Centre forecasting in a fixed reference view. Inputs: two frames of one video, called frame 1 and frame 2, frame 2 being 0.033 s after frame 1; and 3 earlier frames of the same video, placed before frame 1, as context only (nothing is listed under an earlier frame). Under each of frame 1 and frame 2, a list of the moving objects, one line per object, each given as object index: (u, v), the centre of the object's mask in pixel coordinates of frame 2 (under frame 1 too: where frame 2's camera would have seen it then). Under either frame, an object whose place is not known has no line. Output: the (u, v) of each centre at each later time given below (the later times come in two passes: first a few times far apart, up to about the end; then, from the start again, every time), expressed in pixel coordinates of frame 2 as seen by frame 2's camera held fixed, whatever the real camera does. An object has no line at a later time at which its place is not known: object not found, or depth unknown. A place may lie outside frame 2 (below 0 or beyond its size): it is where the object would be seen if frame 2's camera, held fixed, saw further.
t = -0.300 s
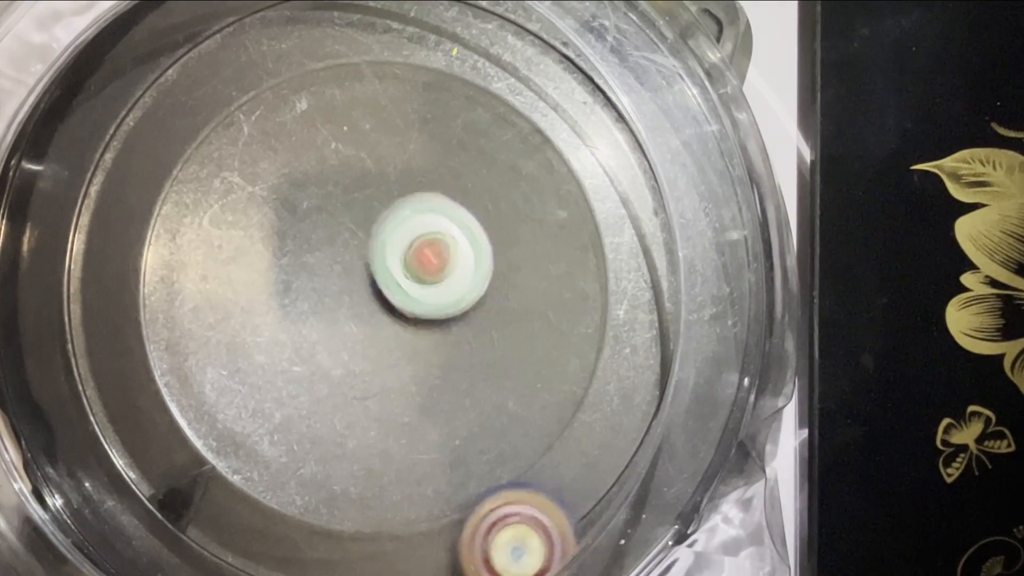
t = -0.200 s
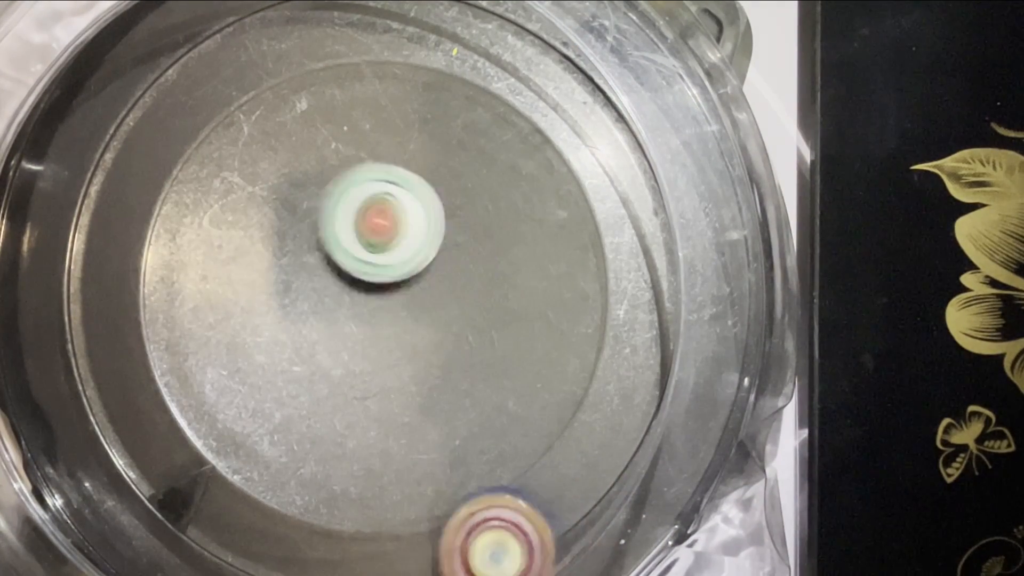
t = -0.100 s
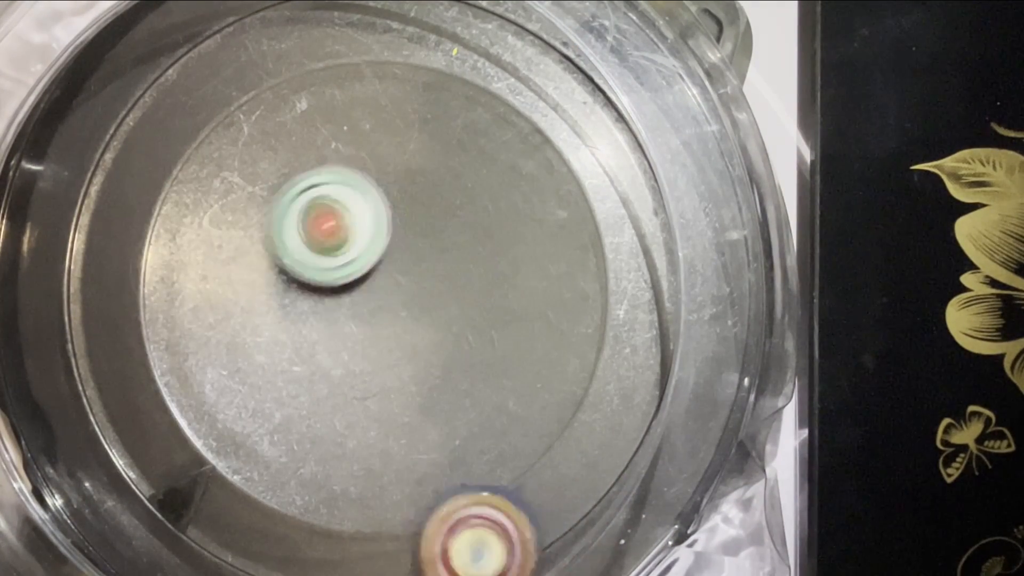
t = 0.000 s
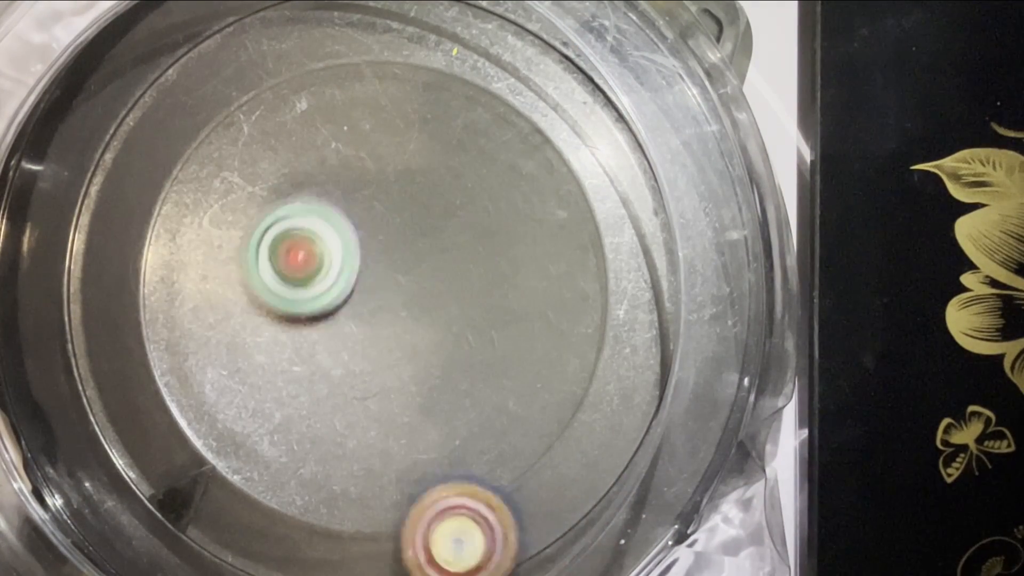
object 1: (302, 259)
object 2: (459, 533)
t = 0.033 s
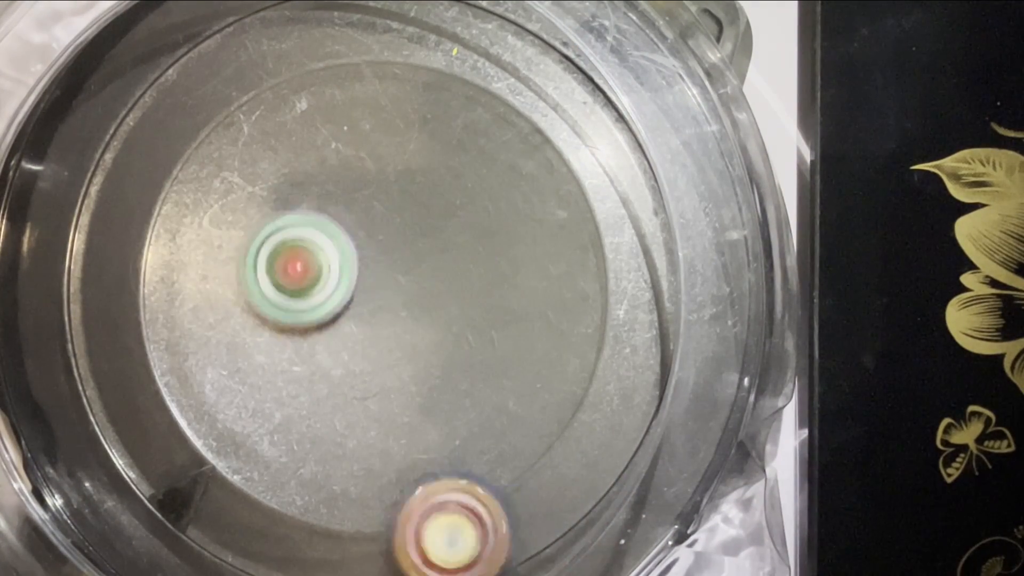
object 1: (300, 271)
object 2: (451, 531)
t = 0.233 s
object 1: (327, 311)
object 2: (462, 429)
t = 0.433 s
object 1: (315, 292)
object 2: (458, 214)
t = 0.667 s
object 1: (339, 299)
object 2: (254, 189)
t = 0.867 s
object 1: (365, 290)
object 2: (227, 378)
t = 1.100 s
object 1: (374, 277)
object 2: (449, 407)
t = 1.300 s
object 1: (381, 271)
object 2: (494, 207)
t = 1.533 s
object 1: (384, 271)
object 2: (303, 127)
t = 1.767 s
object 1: (384, 276)
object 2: (228, 334)
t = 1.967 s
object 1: (388, 282)
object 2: (400, 434)
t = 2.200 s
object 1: (395, 286)
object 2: (535, 268)
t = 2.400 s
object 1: (395, 290)
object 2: (413, 138)
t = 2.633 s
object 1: (390, 293)
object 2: (252, 266)
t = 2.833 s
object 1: (386, 302)
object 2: (341, 423)
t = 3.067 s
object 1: (371, 286)
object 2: (506, 357)
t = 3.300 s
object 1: (263, 248)
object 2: (608, 263)
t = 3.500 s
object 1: (266, 311)
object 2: (608, 282)
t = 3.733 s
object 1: (313, 338)
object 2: (501, 224)
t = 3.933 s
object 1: (301, 404)
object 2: (404, 159)
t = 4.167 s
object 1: (304, 496)
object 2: (328, 111)
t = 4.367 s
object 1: (379, 462)
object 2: (256, 196)
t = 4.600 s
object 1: (441, 388)
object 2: (285, 319)
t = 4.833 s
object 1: (519, 328)
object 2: (274, 322)
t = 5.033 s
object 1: (466, 242)
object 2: (368, 319)
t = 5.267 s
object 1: (445, 186)
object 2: (332, 291)
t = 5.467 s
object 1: (407, 189)
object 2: (354, 303)
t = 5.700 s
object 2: (340, 378)
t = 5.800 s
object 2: (353, 384)
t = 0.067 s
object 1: (300, 280)
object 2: (445, 528)
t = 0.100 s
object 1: (303, 288)
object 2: (442, 522)
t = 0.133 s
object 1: (307, 296)
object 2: (443, 509)
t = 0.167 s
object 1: (314, 302)
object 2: (446, 487)
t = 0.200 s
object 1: (320, 307)
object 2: (453, 461)
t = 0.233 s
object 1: (327, 311)
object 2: (462, 429)
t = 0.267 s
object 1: (335, 313)
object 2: (470, 391)
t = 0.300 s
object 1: (341, 313)
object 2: (474, 353)
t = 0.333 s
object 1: (346, 309)
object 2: (466, 308)
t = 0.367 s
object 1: (333, 302)
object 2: (469, 276)
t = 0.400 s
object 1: (321, 295)
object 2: (469, 242)
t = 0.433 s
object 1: (315, 292)
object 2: (458, 214)
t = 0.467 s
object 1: (313, 290)
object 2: (439, 187)
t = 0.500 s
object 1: (314, 291)
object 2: (414, 171)
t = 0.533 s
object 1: (319, 293)
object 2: (383, 157)
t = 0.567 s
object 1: (324, 296)
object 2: (348, 154)
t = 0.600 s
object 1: (329, 299)
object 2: (315, 159)
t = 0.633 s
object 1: (334, 300)
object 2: (282, 173)
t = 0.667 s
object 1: (339, 299)
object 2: (254, 189)
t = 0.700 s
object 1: (345, 298)
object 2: (230, 217)
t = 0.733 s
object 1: (350, 297)
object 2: (214, 241)
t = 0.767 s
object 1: (354, 295)
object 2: (205, 281)
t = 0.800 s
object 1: (358, 294)
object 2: (206, 314)
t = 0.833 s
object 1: (362, 292)
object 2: (211, 343)
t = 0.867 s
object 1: (365, 290)
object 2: (227, 378)
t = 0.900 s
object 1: (367, 288)
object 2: (248, 400)
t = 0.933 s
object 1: (369, 285)
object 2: (279, 422)
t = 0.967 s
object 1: (372, 283)
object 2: (309, 433)
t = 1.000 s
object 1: (373, 282)
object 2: (348, 440)
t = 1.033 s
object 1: (373, 281)
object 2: (383, 437)
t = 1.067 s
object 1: (374, 279)
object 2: (418, 426)
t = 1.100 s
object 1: (374, 277)
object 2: (449, 407)
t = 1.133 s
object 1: (376, 275)
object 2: (476, 378)
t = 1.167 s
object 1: (378, 274)
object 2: (492, 348)
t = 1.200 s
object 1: (379, 273)
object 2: (503, 313)
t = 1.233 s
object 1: (379, 272)
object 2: (508, 276)
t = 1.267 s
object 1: (380, 271)
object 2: (506, 243)
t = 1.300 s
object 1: (381, 271)
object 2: (494, 207)
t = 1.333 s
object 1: (381, 271)
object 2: (477, 175)
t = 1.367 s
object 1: (382, 271)
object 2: (455, 150)
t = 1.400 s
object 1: (382, 271)
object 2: (429, 132)
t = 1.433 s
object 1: (382, 271)
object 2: (398, 120)
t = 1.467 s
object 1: (383, 271)
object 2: (366, 115)
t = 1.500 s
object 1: (383, 271)
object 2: (332, 117)
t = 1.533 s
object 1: (384, 271)
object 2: (303, 127)
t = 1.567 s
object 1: (384, 271)
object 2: (274, 143)
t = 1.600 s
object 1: (384, 271)
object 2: (252, 167)
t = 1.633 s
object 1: (384, 272)
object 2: (233, 191)
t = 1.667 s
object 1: (385, 272)
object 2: (220, 226)
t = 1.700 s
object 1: (384, 274)
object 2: (215, 260)
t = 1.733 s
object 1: (384, 275)
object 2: (217, 296)
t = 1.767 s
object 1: (384, 276)
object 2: (228, 334)
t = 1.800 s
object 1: (385, 277)
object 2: (242, 361)
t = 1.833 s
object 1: (386, 277)
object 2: (269, 390)
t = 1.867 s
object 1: (386, 278)
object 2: (297, 412)
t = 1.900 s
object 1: (387, 279)
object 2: (329, 427)
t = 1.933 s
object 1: (387, 280)
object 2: (366, 435)
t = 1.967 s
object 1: (388, 282)
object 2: (400, 434)
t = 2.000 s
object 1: (388, 283)
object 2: (435, 426)
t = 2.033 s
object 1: (389, 283)
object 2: (465, 410)
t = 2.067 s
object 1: (390, 283)
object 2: (491, 389)
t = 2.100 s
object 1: (392, 284)
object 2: (514, 359)
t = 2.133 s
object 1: (393, 285)
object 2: (525, 332)
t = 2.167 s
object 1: (394, 285)
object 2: (533, 300)
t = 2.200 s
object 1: (395, 286)
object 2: (535, 268)
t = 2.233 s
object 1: (395, 287)
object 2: (528, 236)
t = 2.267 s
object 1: (395, 288)
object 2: (516, 208)
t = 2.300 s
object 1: (395, 289)
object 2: (497, 183)
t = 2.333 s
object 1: (395, 289)
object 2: (473, 159)
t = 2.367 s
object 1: (395, 290)
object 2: (445, 146)
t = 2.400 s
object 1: (395, 290)
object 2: (413, 138)
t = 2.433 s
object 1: (394, 291)
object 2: (381, 137)
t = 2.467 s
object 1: (393, 292)
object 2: (349, 146)
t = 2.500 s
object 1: (391, 292)
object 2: (320, 161)
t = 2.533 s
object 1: (390, 292)
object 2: (295, 182)
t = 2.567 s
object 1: (390, 291)
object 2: (274, 209)
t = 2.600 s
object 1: (390, 292)
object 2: (259, 239)
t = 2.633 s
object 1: (390, 293)
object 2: (252, 266)
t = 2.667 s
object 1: (389, 295)
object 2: (253, 303)
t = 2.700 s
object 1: (389, 296)
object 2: (259, 333)
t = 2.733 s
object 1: (389, 297)
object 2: (270, 363)
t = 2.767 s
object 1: (388, 299)
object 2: (289, 391)
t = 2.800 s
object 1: (386, 301)
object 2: (312, 410)
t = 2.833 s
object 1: (386, 302)
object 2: (341, 423)
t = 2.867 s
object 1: (387, 304)
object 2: (370, 428)
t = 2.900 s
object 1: (388, 306)
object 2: (398, 428)
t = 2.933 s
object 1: (388, 302)
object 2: (424, 423)
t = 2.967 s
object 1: (387, 302)
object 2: (449, 411)
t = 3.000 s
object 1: (385, 301)
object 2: (467, 391)
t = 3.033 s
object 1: (385, 300)
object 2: (481, 368)
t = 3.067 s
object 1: (371, 286)
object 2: (506, 357)
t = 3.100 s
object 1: (343, 262)
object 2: (539, 356)
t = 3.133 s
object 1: (320, 243)
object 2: (563, 348)
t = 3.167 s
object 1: (303, 232)
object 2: (579, 335)
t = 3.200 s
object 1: (289, 228)
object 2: (592, 318)
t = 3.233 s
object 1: (278, 231)
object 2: (600, 297)
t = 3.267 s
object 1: (270, 239)
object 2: (604, 277)
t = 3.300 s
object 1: (263, 248)
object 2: (608, 263)
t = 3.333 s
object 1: (259, 261)
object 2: (610, 255)
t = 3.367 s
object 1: (258, 272)
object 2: (612, 256)
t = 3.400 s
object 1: (258, 284)
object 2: (613, 261)
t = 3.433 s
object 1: (259, 294)
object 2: (613, 268)
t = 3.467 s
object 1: (263, 303)
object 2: (613, 276)
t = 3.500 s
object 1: (266, 311)
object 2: (608, 282)
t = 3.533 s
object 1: (271, 317)
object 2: (604, 284)
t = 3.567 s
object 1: (276, 323)
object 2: (597, 281)
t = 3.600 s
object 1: (282, 328)
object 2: (584, 273)
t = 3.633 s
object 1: (289, 332)
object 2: (565, 259)
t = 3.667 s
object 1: (296, 335)
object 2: (546, 244)
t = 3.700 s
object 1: (305, 337)
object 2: (524, 232)
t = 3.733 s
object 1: (313, 338)
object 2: (501, 224)
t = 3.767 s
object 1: (321, 338)
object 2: (477, 217)
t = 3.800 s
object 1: (330, 337)
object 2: (452, 214)
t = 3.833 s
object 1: (339, 336)
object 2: (426, 215)
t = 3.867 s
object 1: (348, 333)
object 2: (401, 219)
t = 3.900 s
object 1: (330, 361)
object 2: (399, 190)
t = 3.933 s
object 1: (301, 404)
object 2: (404, 159)
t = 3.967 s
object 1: (279, 436)
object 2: (405, 134)
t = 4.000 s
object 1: (268, 458)
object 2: (402, 116)
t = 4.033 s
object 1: (263, 474)
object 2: (394, 106)
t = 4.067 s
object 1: (267, 484)
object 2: (383, 102)
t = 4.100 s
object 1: (277, 489)
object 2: (367, 103)
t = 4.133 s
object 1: (291, 493)
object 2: (349, 105)
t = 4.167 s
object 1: (304, 496)
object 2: (328, 111)
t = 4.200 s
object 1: (317, 495)
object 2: (309, 119)
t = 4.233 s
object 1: (329, 493)
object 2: (291, 127)
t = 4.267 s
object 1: (342, 487)
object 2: (277, 141)
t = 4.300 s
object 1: (356, 480)
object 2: (267, 156)
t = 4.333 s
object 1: (367, 473)
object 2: (260, 176)
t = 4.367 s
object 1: (379, 462)
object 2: (256, 196)
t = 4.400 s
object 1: (387, 451)
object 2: (256, 218)
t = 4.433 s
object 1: (396, 437)
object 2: (259, 244)
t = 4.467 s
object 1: (401, 423)
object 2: (266, 265)
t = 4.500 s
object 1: (407, 409)
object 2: (275, 288)
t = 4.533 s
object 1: (409, 393)
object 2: (287, 307)
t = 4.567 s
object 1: (414, 380)
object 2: (300, 322)
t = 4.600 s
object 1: (441, 388)
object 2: (285, 319)
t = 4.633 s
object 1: (472, 395)
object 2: (267, 305)
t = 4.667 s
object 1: (495, 397)
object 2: (259, 296)
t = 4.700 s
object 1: (511, 395)
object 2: (256, 292)
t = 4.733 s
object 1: (520, 382)
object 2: (257, 296)
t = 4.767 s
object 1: (524, 366)
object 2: (262, 302)
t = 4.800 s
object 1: (522, 348)
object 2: (265, 310)
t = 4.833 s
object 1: (519, 328)
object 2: (274, 322)
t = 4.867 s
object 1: (515, 309)
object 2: (284, 331)
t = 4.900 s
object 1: (507, 293)
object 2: (300, 335)
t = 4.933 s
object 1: (497, 276)
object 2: (318, 337)
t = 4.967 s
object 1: (488, 261)
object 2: (338, 334)
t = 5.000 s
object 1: (477, 251)
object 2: (355, 328)
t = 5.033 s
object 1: (466, 242)
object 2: (368, 319)
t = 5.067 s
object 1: (473, 228)
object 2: (362, 314)
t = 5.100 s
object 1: (479, 215)
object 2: (357, 307)
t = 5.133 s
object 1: (478, 206)
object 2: (353, 301)
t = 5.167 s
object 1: (471, 198)
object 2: (348, 296)
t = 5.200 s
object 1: (462, 192)
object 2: (343, 292)
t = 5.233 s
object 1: (453, 188)
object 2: (336, 289)
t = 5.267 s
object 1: (445, 186)
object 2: (332, 291)
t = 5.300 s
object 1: (438, 183)
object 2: (330, 294)
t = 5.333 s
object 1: (432, 182)
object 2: (326, 297)
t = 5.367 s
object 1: (425, 182)
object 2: (330, 301)
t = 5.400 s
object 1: (420, 183)
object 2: (338, 306)
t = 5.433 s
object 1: (414, 186)
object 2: (348, 306)
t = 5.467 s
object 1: (407, 189)
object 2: (354, 303)
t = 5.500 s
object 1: (411, 180)
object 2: (352, 310)
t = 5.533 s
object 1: (427, 155)
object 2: (341, 328)
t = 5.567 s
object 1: (437, 136)
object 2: (335, 342)
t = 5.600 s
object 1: (443, 125)
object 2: (335, 353)
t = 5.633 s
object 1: (443, 119)
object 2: (334, 360)
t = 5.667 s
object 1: (441, 117)
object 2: (335, 370)
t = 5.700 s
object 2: (340, 378)
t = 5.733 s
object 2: (341, 381)
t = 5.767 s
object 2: (345, 386)
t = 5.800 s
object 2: (353, 384)
